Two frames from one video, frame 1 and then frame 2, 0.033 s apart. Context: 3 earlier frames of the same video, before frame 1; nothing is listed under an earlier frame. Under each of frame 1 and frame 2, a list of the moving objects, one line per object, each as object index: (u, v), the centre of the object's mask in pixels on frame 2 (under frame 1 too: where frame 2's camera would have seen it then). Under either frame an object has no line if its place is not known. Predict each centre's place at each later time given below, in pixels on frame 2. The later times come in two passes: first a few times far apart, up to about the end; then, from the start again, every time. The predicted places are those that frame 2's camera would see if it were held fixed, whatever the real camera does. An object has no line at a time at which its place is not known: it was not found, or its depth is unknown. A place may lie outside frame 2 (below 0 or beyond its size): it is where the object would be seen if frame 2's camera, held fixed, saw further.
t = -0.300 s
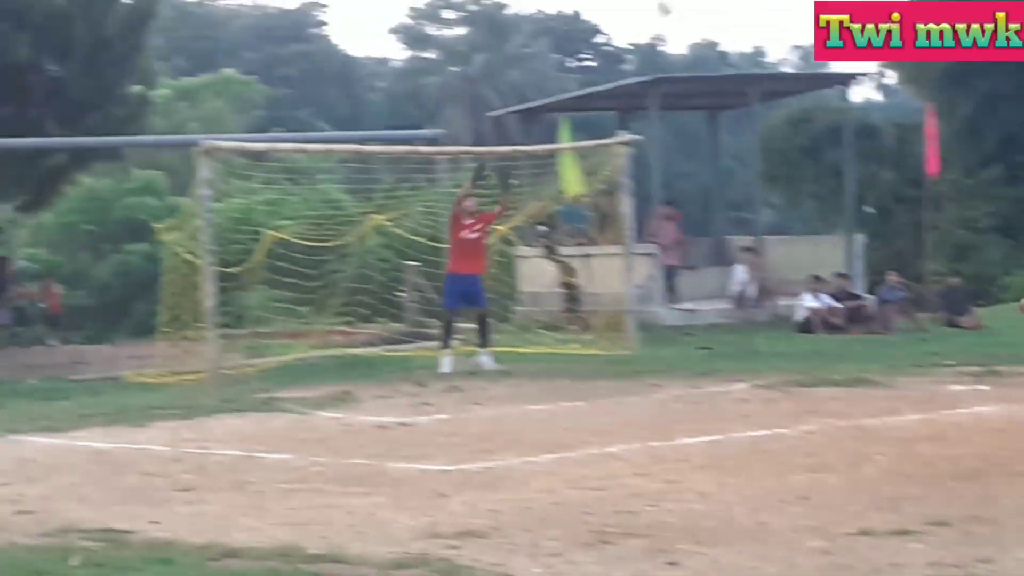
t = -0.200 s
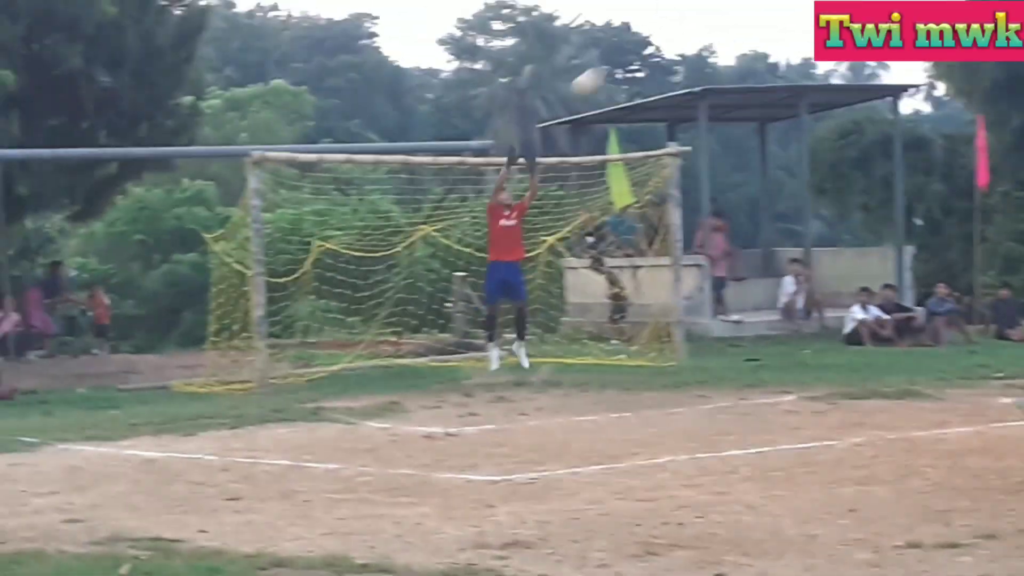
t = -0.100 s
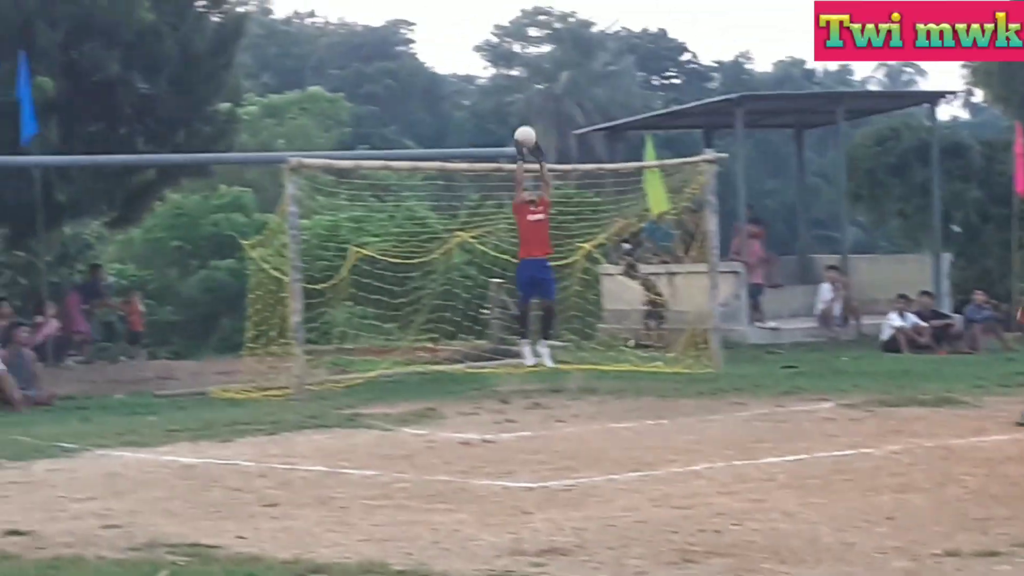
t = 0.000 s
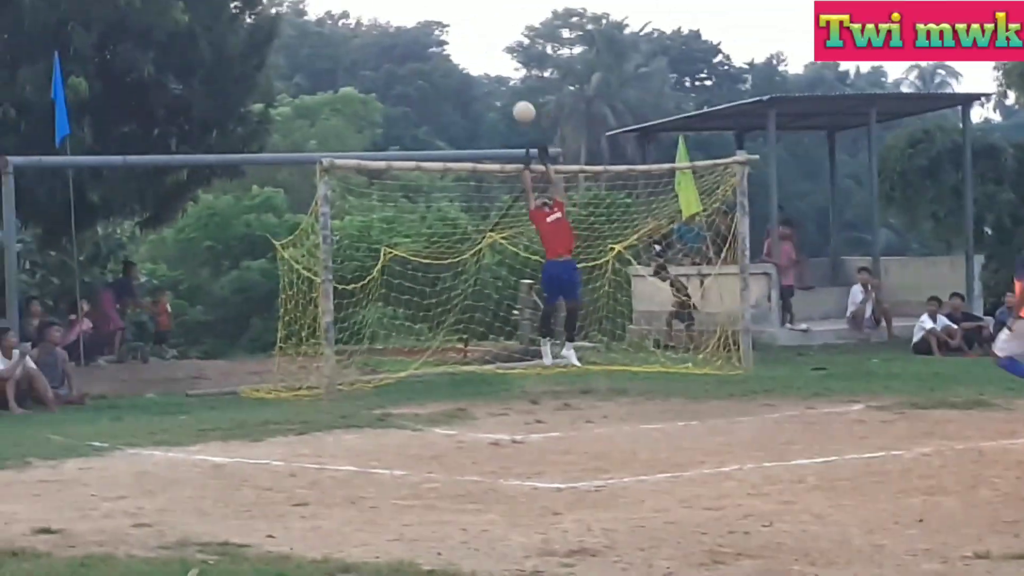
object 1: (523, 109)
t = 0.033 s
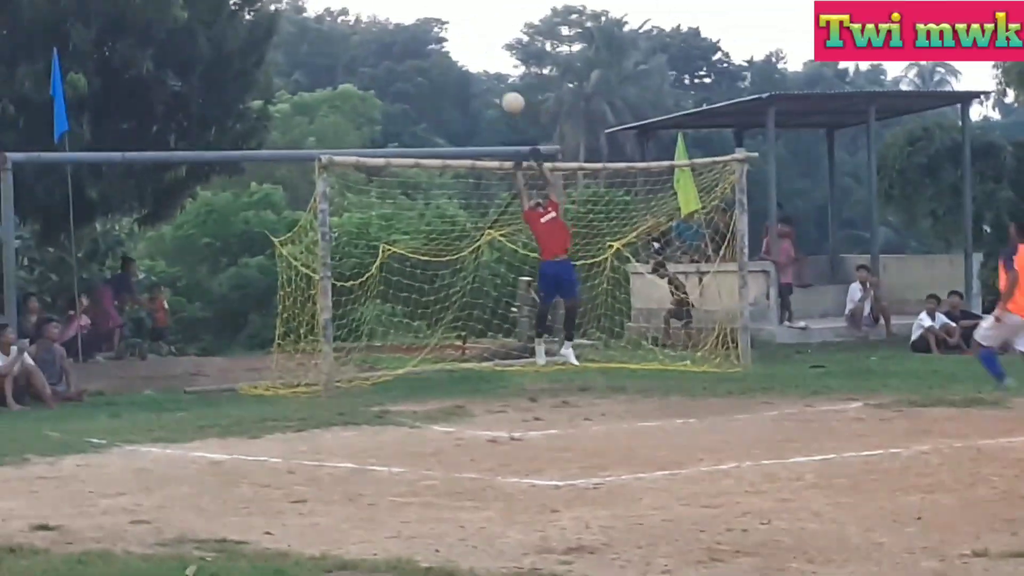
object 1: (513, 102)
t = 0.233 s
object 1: (456, 88)
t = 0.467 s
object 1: (392, 115)
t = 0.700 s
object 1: (337, 190)
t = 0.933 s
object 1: (281, 309)
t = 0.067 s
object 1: (503, 97)
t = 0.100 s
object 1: (494, 93)
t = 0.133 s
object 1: (484, 91)
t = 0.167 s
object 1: (475, 89)
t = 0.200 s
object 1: (465, 87)
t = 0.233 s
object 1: (456, 88)
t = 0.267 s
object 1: (446, 88)
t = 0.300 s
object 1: (438, 91)
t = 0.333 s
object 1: (428, 94)
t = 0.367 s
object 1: (420, 98)
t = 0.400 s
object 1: (410, 103)
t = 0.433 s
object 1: (401, 108)
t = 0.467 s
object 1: (392, 115)
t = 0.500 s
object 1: (384, 124)
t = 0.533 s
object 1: (376, 133)
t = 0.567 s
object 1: (367, 143)
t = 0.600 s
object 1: (359, 151)
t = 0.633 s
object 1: (351, 170)
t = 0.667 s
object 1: (344, 177)
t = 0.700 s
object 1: (337, 190)
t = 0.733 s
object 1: (334, 204)
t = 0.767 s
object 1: (314, 219)
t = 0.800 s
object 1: (312, 236)
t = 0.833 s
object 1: (304, 252)
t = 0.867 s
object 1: (296, 271)
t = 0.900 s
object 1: (288, 289)
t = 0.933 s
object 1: (281, 309)
